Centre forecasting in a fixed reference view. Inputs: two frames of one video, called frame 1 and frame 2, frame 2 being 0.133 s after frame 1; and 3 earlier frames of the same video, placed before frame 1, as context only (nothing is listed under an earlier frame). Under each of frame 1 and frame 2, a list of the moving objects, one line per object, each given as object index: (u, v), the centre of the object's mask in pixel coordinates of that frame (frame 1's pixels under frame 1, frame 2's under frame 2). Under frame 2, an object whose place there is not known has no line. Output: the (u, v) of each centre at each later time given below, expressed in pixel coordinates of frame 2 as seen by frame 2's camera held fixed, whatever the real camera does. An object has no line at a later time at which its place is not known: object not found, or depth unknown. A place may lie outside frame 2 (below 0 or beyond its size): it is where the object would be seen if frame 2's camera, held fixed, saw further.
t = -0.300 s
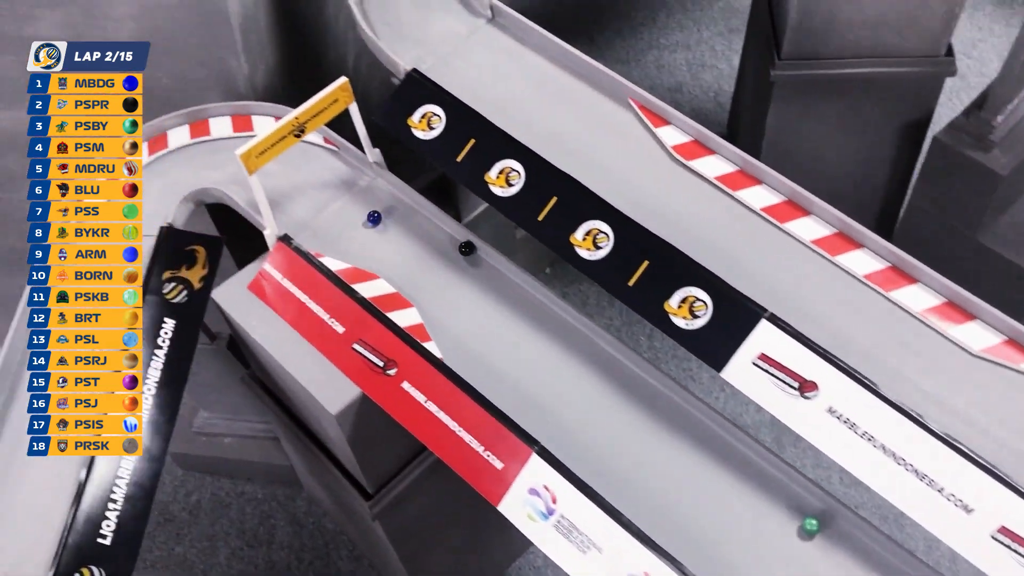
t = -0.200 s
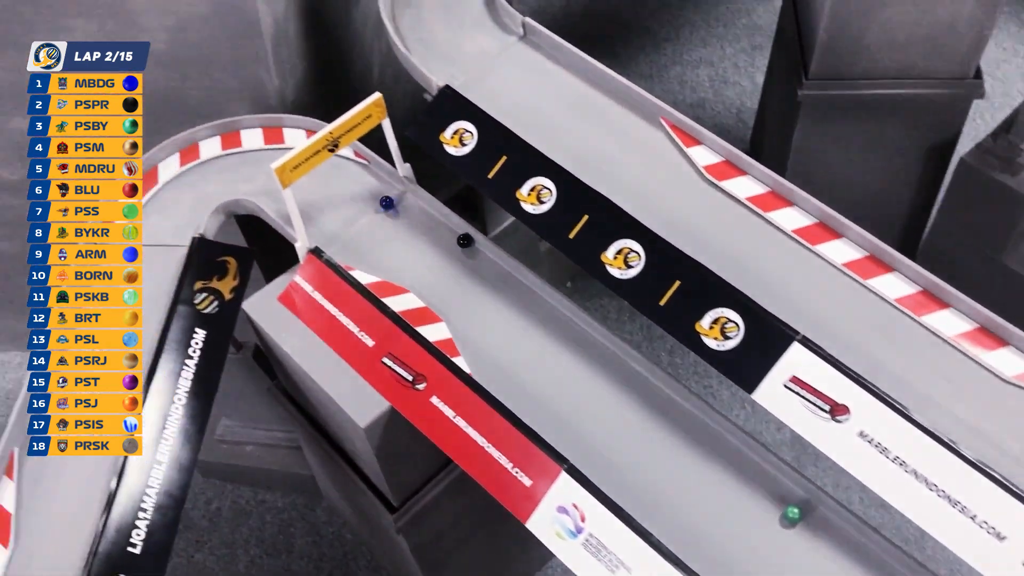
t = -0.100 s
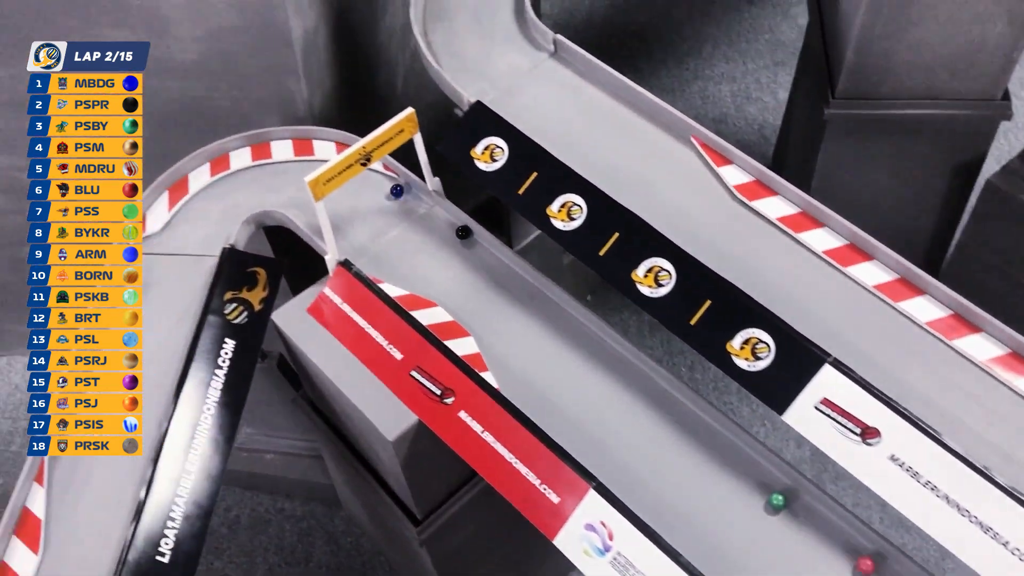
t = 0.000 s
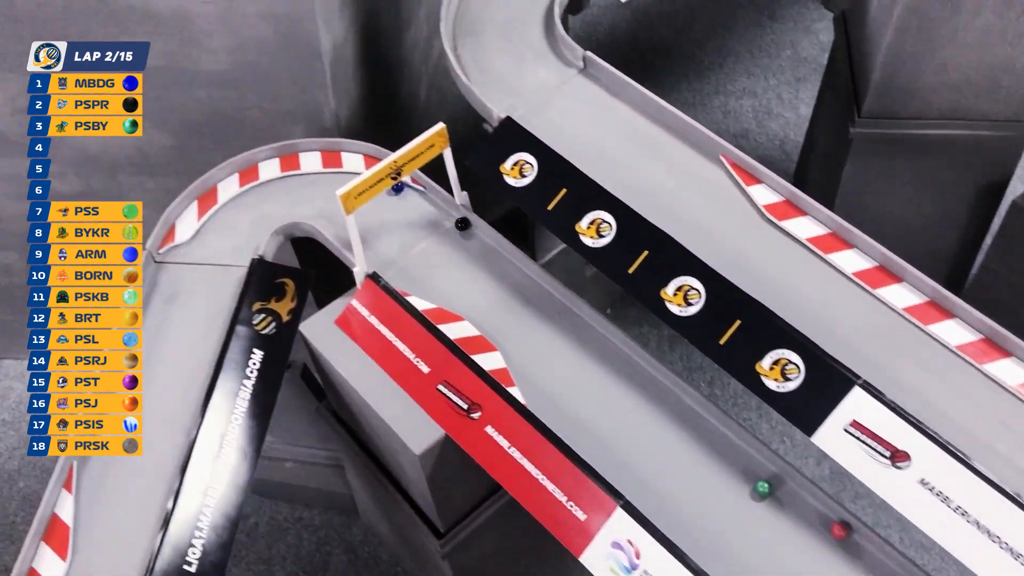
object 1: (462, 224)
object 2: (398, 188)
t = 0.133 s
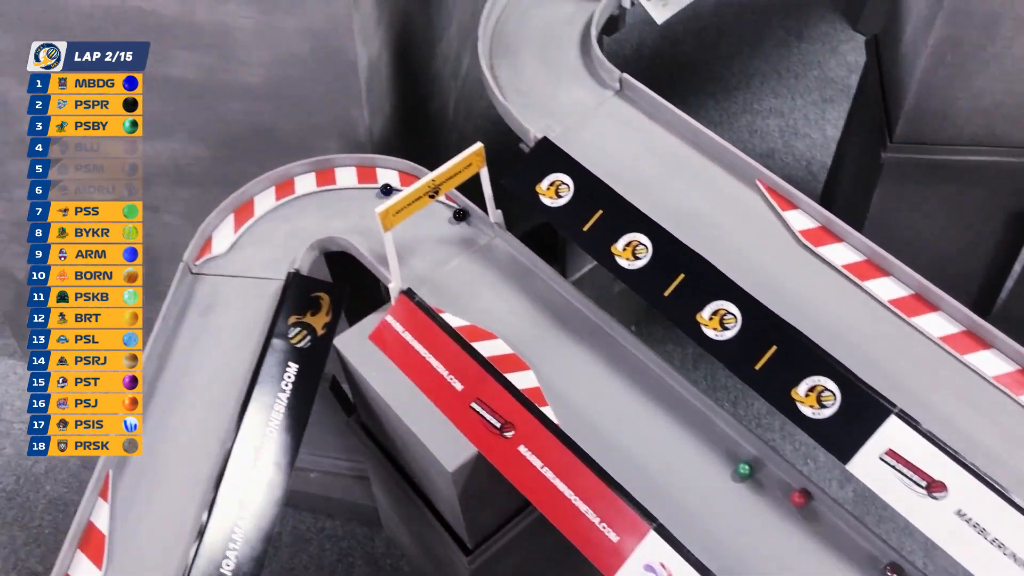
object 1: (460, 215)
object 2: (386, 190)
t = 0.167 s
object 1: (452, 208)
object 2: (374, 189)
